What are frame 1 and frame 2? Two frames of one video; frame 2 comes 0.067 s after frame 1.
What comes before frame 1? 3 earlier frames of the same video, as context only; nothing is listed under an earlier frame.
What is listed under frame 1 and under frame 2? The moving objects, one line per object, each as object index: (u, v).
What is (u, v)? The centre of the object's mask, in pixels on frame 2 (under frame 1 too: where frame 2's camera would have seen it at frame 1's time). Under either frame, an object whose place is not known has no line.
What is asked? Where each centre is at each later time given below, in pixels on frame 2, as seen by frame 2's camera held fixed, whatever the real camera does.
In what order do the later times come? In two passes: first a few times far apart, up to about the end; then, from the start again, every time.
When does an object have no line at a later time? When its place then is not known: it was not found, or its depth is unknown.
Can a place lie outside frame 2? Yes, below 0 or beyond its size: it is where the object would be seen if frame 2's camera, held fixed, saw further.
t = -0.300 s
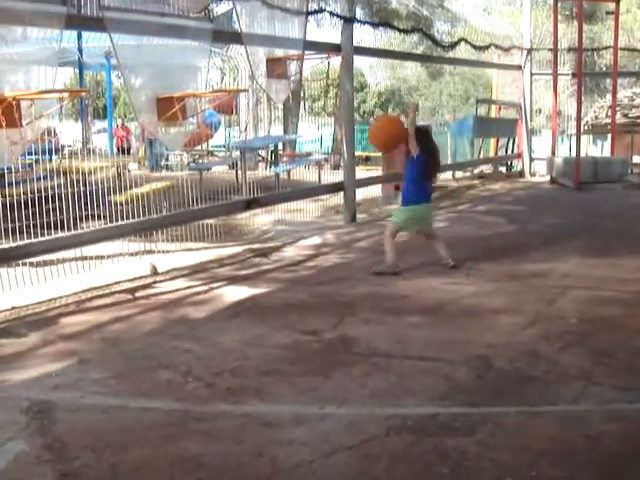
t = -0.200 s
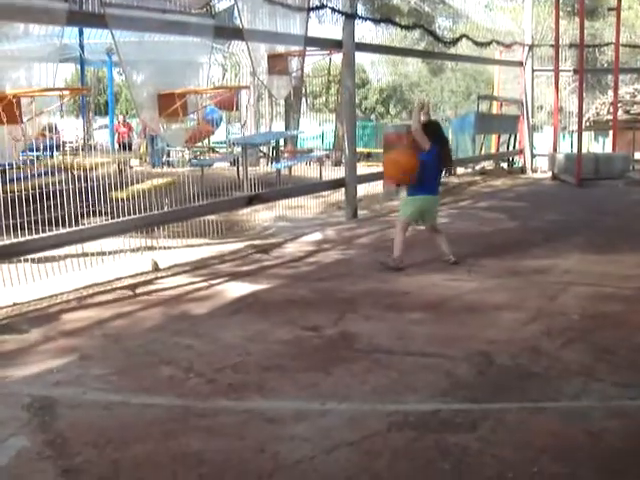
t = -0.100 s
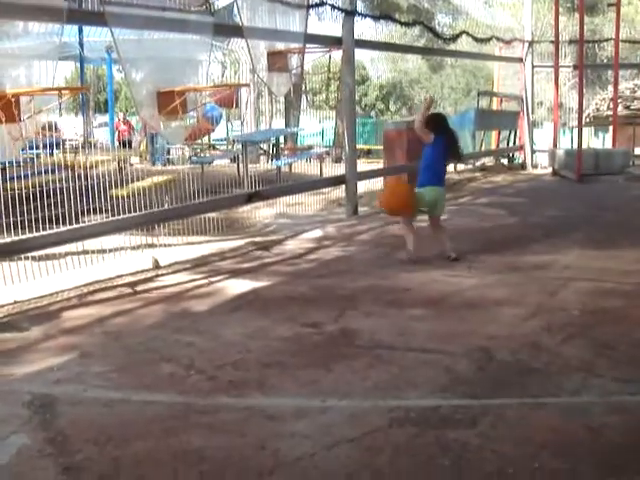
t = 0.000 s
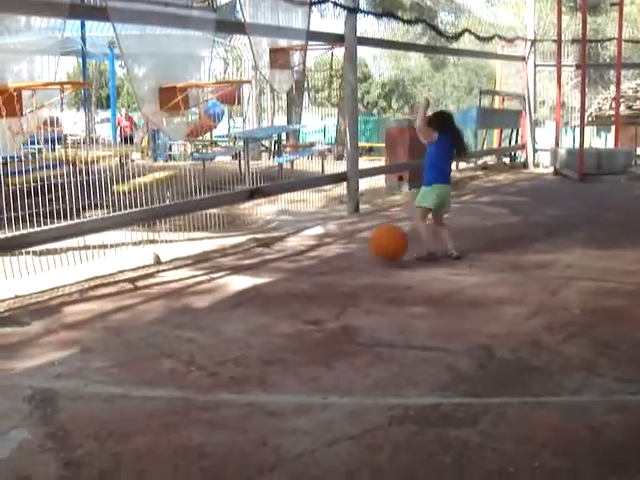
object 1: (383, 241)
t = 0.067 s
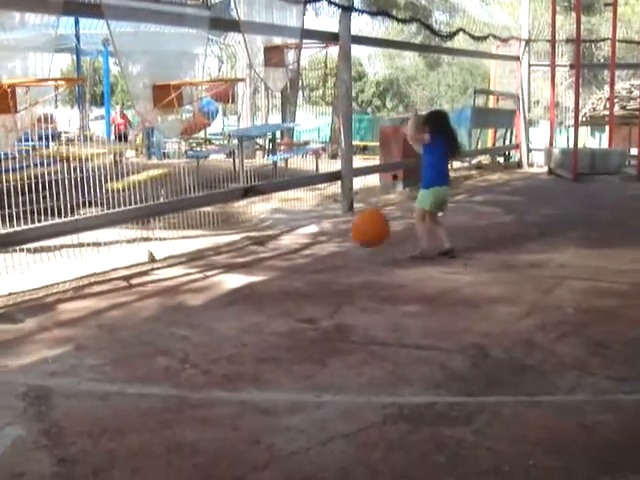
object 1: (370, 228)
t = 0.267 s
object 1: (322, 177)
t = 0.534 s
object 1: (258, 213)
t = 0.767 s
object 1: (201, 221)
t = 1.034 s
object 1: (130, 210)
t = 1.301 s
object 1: (58, 261)
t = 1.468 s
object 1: (5, 231)
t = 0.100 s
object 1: (361, 214)
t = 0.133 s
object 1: (354, 204)
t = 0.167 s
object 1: (346, 195)
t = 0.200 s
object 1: (338, 188)
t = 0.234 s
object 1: (331, 182)
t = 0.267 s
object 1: (322, 177)
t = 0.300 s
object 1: (314, 175)
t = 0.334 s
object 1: (306, 174)
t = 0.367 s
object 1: (298, 176)
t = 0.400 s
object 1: (291, 180)
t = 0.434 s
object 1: (283, 185)
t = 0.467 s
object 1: (275, 192)
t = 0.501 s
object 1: (267, 201)
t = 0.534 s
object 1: (258, 213)
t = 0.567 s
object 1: (251, 225)
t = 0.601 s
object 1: (244, 241)
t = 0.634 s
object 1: (236, 257)
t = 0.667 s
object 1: (228, 259)
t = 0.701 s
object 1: (218, 244)
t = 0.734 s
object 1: (210, 232)
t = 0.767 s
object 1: (201, 221)
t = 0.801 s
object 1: (192, 213)
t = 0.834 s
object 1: (182, 207)
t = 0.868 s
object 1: (174, 202)
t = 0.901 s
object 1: (165, 200)
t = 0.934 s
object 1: (157, 200)
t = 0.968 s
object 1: (148, 201)
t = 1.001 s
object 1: (139, 205)
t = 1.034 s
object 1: (130, 210)
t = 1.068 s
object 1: (122, 219)
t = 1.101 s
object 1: (114, 228)
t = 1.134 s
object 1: (105, 239)
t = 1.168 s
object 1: (97, 254)
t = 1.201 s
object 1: (88, 271)
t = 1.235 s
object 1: (80, 287)
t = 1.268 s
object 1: (69, 274)
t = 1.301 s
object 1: (58, 261)
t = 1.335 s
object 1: (47, 250)
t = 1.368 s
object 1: (36, 242)
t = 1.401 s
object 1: (26, 237)
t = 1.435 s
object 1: (16, 232)
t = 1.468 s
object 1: (5, 231)
